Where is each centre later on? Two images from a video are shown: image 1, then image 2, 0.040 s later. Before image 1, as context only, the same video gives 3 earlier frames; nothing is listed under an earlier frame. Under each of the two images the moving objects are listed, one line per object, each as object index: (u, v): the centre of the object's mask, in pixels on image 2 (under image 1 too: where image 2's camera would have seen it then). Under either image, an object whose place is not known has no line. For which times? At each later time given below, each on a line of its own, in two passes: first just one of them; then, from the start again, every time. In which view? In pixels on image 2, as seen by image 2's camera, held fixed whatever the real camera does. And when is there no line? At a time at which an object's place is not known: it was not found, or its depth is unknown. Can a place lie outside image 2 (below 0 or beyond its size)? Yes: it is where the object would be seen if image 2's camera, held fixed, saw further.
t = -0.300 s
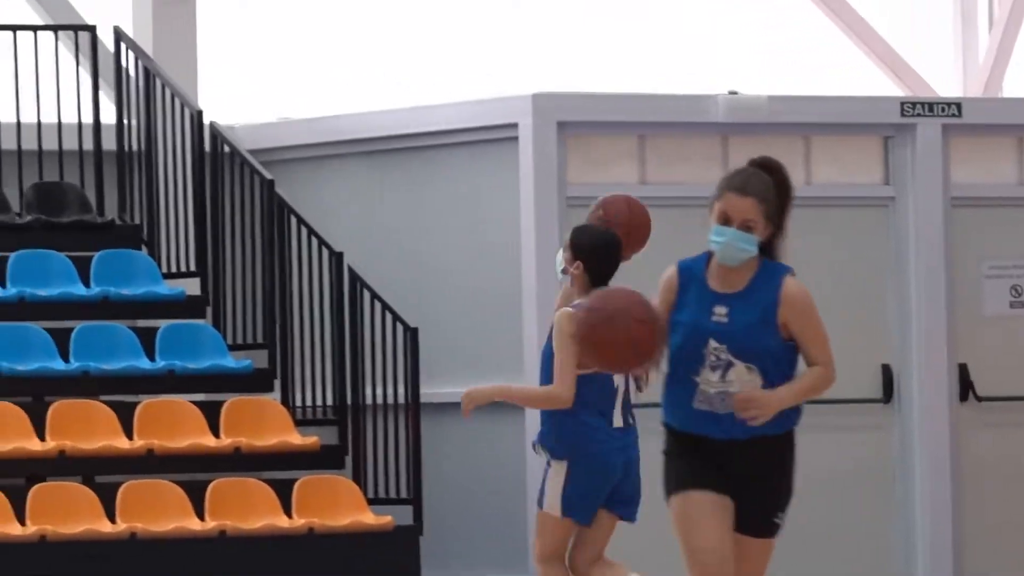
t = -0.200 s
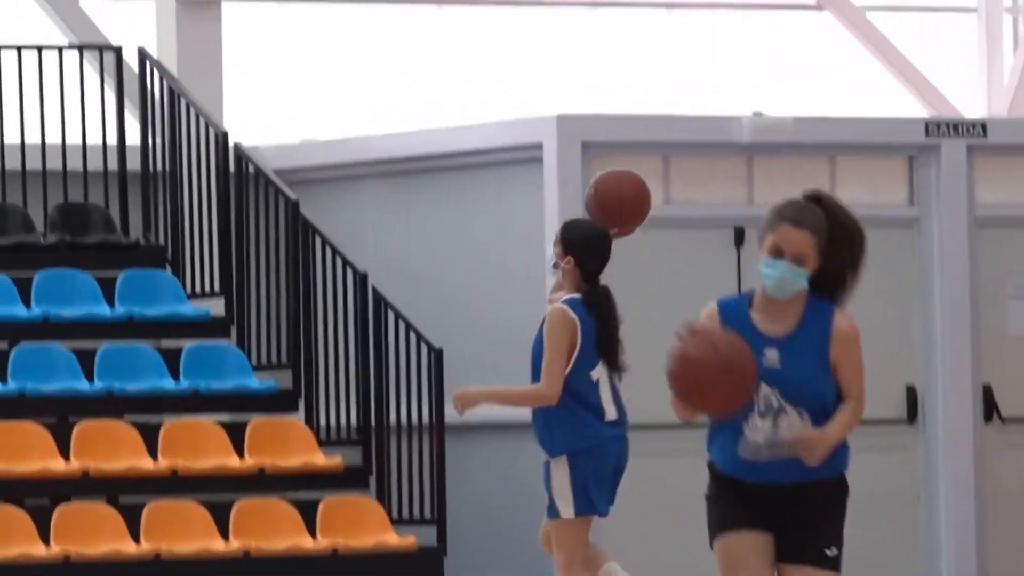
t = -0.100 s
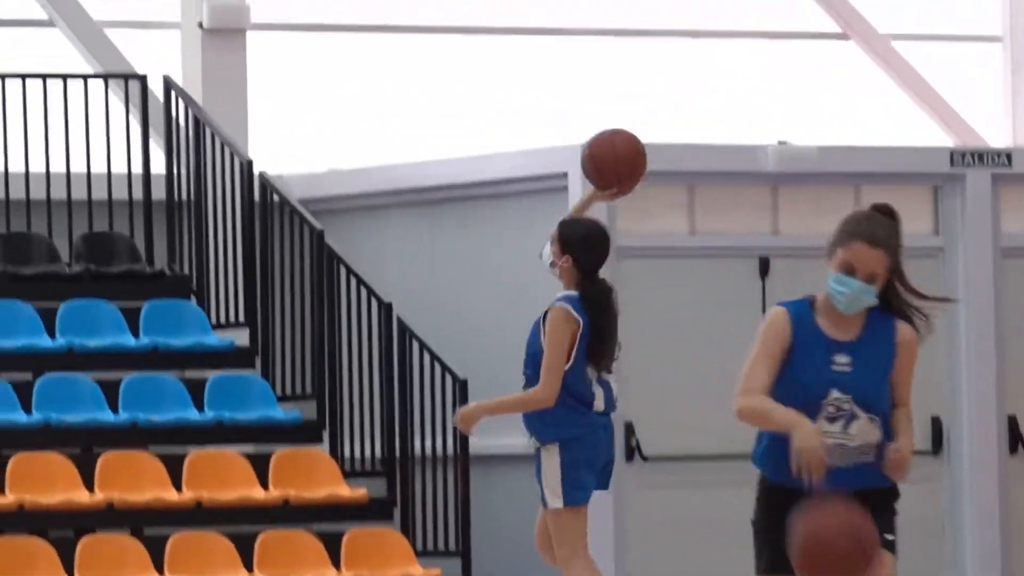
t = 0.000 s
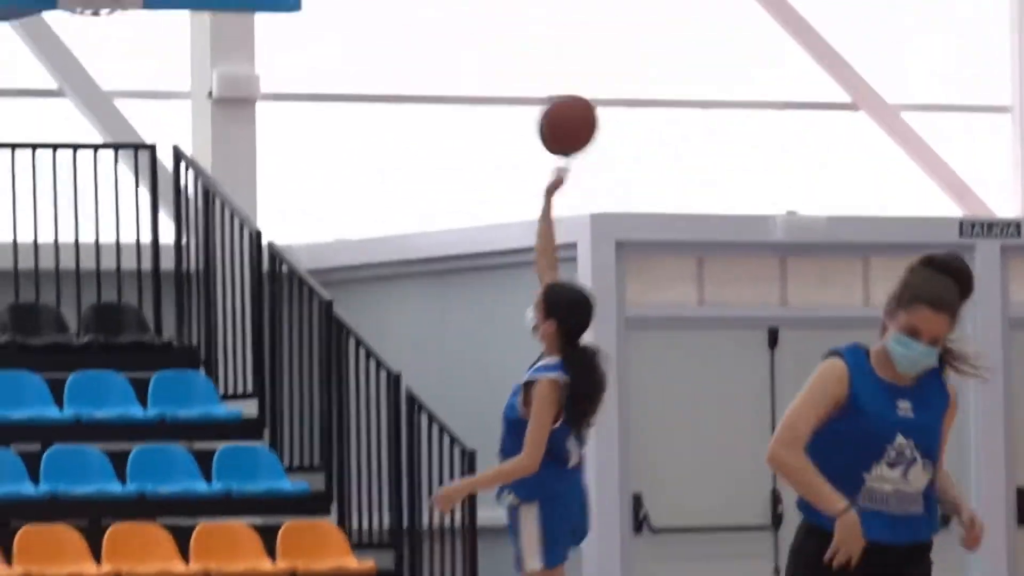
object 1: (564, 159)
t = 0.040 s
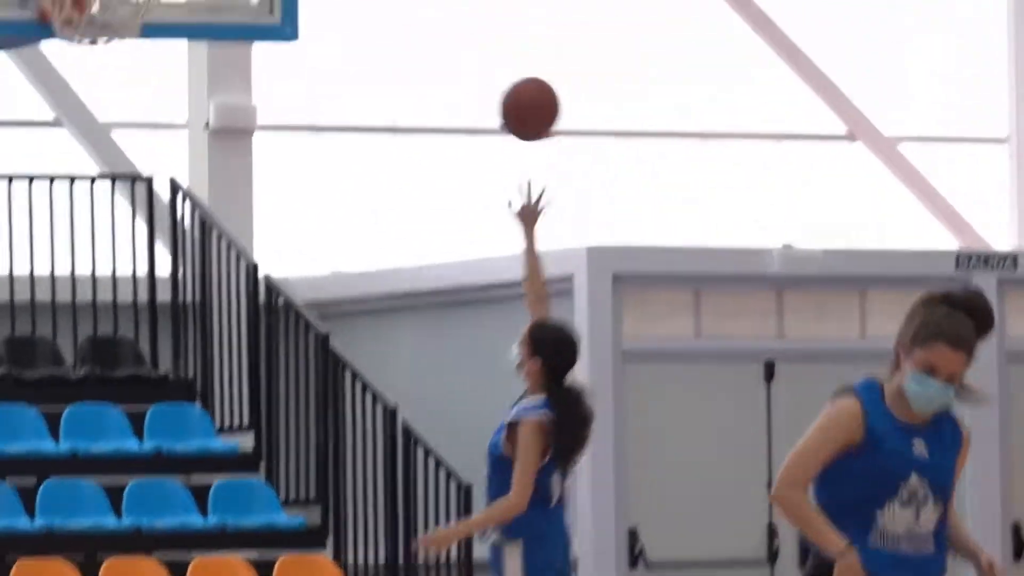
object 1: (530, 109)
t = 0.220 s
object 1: (369, -52)
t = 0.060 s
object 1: (512, 85)
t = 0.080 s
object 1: (494, 63)
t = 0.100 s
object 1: (476, 45)
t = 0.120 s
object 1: (457, 28)
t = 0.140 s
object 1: (440, 9)
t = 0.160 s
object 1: (422, -7)
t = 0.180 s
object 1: (404, -24)
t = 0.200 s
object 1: (387, -39)
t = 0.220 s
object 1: (369, -52)
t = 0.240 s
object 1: (352, -65)
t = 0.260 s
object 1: (334, -75)
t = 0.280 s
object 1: (316, -85)
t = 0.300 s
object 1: (297, -93)
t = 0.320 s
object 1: (279, -100)
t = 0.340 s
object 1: (262, -107)
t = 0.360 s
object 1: (244, -113)
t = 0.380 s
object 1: (228, -117)
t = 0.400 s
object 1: (209, -121)
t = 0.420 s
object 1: (193, -123)
